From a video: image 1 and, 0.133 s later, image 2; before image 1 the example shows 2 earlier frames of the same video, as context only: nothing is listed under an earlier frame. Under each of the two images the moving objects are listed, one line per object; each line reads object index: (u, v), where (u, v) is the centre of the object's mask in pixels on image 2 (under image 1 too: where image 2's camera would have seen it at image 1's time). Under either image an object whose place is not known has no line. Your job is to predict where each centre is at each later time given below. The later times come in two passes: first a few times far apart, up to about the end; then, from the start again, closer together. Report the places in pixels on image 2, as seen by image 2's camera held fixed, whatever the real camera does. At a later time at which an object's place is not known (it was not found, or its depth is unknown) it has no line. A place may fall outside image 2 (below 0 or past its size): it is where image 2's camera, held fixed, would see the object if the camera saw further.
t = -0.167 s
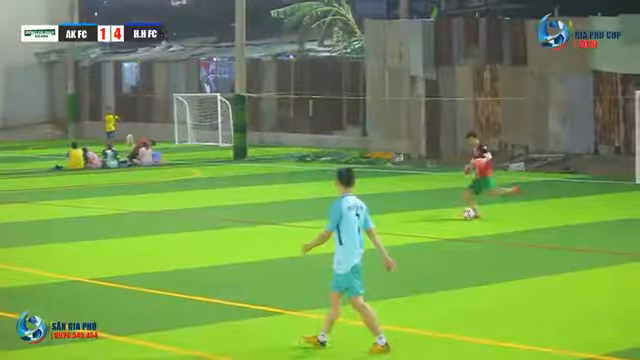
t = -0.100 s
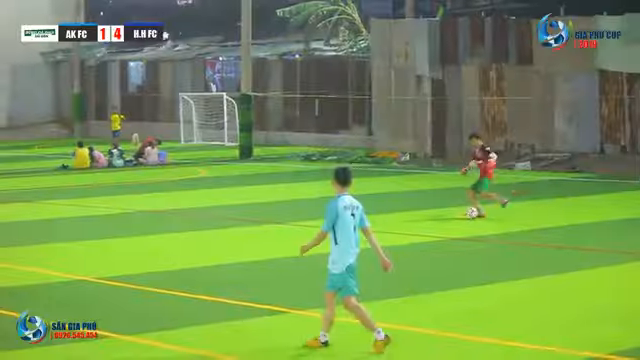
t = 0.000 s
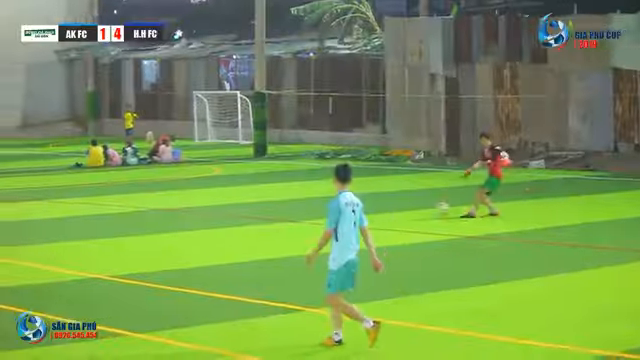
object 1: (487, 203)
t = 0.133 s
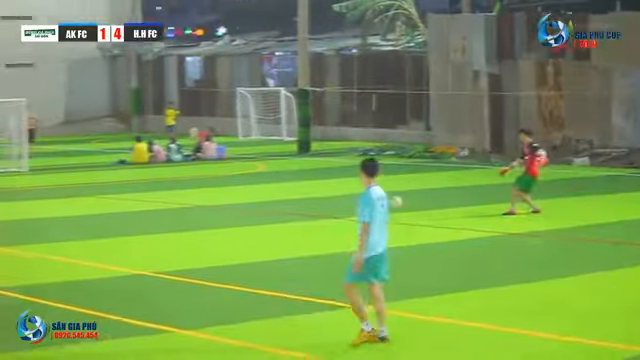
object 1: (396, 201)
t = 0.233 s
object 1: (333, 204)
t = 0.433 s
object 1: (229, 201)
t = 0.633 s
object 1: (143, 200)
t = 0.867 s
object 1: (69, 198)
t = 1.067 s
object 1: (18, 199)
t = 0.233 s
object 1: (333, 204)
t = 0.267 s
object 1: (313, 205)
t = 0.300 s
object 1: (295, 202)
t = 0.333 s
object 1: (280, 202)
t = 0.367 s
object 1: (262, 202)
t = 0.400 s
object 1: (246, 202)
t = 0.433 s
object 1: (229, 201)
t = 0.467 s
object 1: (214, 201)
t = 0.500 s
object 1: (198, 202)
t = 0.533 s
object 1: (182, 203)
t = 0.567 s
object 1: (168, 202)
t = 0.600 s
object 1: (156, 200)
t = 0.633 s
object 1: (143, 200)
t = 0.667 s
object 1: (131, 201)
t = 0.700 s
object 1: (118, 201)
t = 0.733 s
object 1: (106, 202)
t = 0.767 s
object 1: (96, 201)
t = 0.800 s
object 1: (87, 199)
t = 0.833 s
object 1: (77, 199)
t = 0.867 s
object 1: (69, 198)
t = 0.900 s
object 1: (59, 198)
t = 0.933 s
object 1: (53, 199)
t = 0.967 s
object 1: (44, 201)
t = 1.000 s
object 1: (35, 200)
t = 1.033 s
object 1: (27, 199)
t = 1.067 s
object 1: (18, 199)
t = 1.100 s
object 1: (9, 200)
